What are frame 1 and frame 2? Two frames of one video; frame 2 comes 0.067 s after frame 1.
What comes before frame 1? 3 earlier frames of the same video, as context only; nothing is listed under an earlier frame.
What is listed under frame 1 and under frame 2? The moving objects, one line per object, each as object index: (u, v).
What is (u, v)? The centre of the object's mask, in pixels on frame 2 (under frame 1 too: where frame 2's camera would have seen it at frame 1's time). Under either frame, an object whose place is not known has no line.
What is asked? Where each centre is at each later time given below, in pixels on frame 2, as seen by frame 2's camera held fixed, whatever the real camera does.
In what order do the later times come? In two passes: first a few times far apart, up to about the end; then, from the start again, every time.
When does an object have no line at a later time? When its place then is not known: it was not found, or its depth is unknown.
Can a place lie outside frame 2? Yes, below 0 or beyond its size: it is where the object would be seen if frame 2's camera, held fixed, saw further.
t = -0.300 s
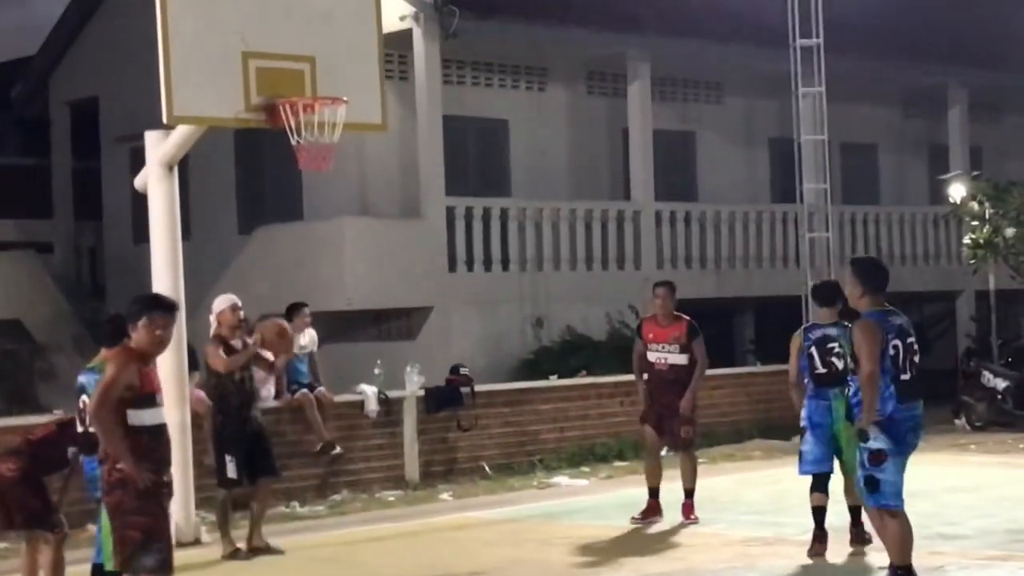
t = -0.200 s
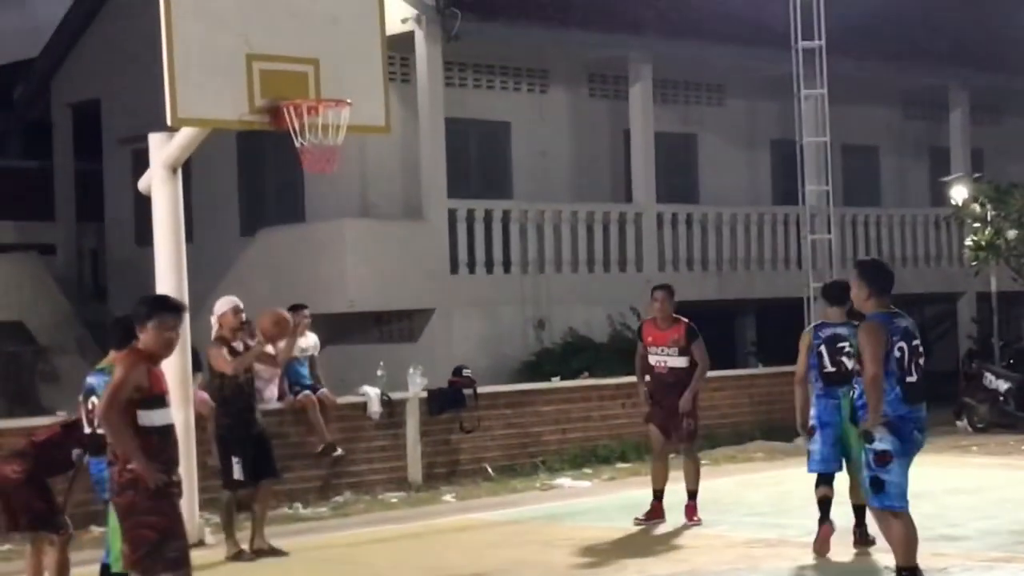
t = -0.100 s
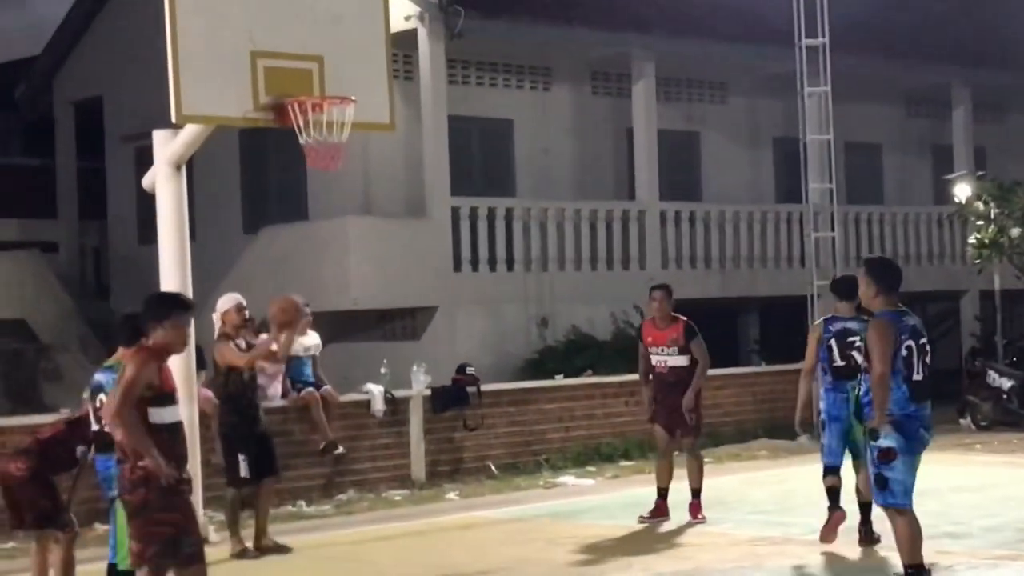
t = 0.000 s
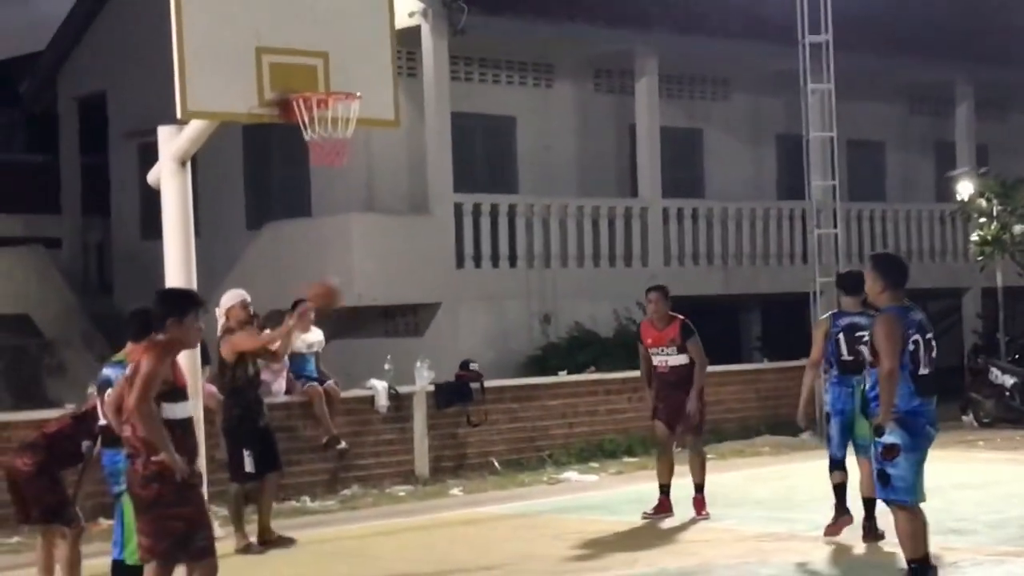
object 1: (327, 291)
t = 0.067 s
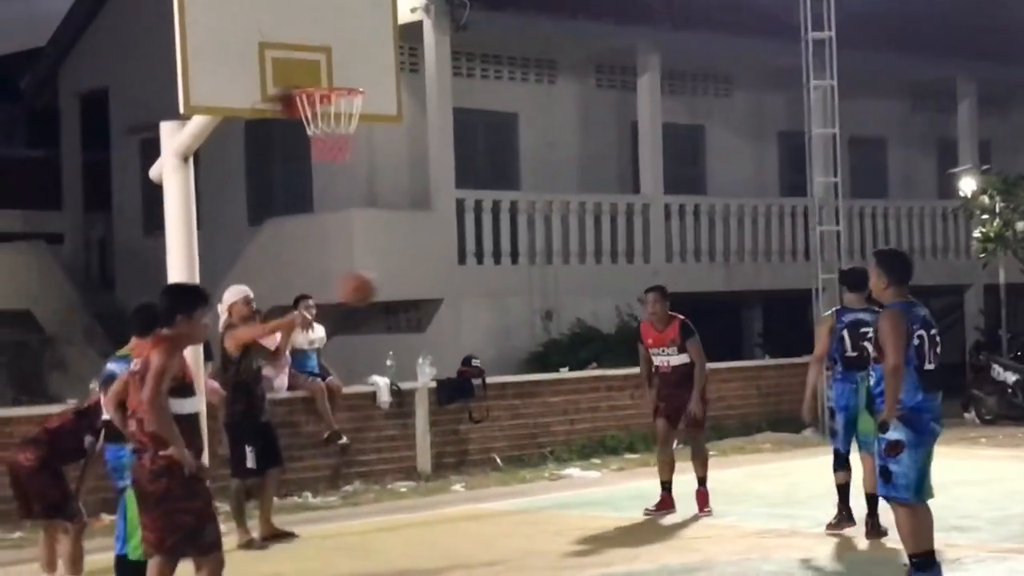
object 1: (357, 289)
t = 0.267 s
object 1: (462, 325)
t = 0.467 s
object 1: (580, 433)
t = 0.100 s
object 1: (374, 290)
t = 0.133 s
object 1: (391, 294)
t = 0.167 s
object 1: (409, 300)
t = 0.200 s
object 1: (425, 308)
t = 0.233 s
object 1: (443, 315)
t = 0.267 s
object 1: (462, 325)
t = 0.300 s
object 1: (481, 338)
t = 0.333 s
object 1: (500, 354)
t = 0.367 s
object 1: (520, 369)
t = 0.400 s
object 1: (539, 387)
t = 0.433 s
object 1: (559, 408)
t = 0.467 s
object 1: (580, 433)
